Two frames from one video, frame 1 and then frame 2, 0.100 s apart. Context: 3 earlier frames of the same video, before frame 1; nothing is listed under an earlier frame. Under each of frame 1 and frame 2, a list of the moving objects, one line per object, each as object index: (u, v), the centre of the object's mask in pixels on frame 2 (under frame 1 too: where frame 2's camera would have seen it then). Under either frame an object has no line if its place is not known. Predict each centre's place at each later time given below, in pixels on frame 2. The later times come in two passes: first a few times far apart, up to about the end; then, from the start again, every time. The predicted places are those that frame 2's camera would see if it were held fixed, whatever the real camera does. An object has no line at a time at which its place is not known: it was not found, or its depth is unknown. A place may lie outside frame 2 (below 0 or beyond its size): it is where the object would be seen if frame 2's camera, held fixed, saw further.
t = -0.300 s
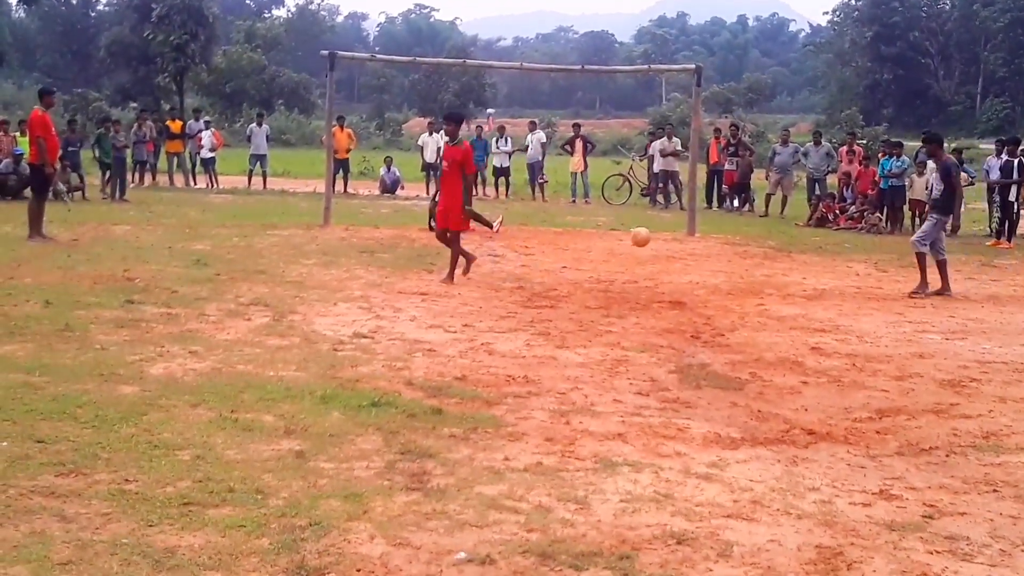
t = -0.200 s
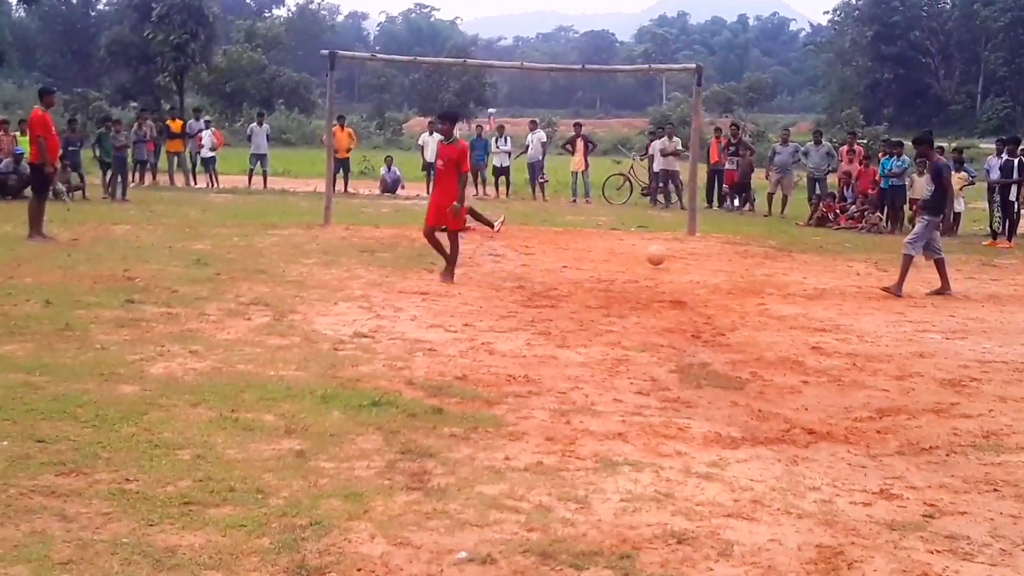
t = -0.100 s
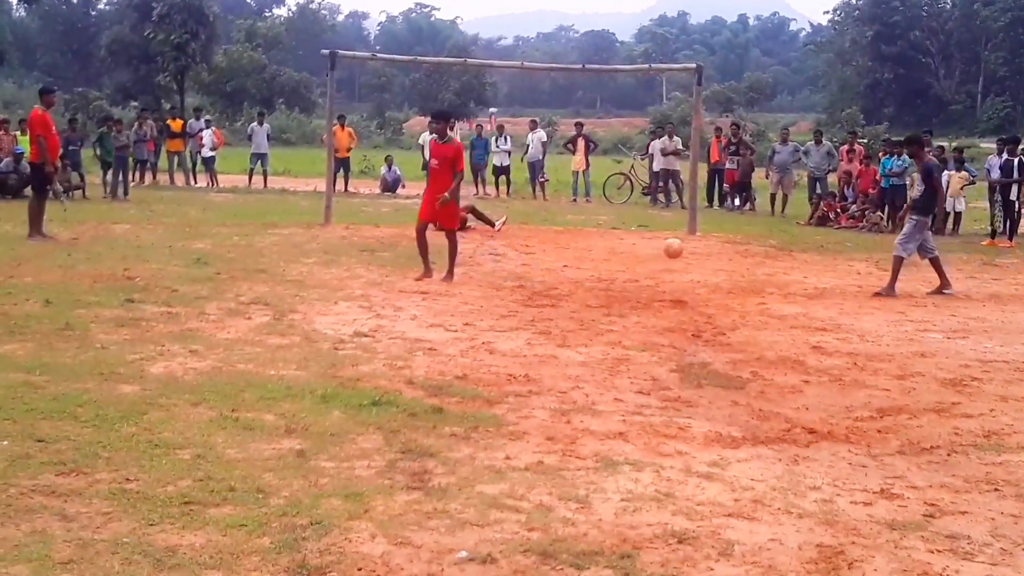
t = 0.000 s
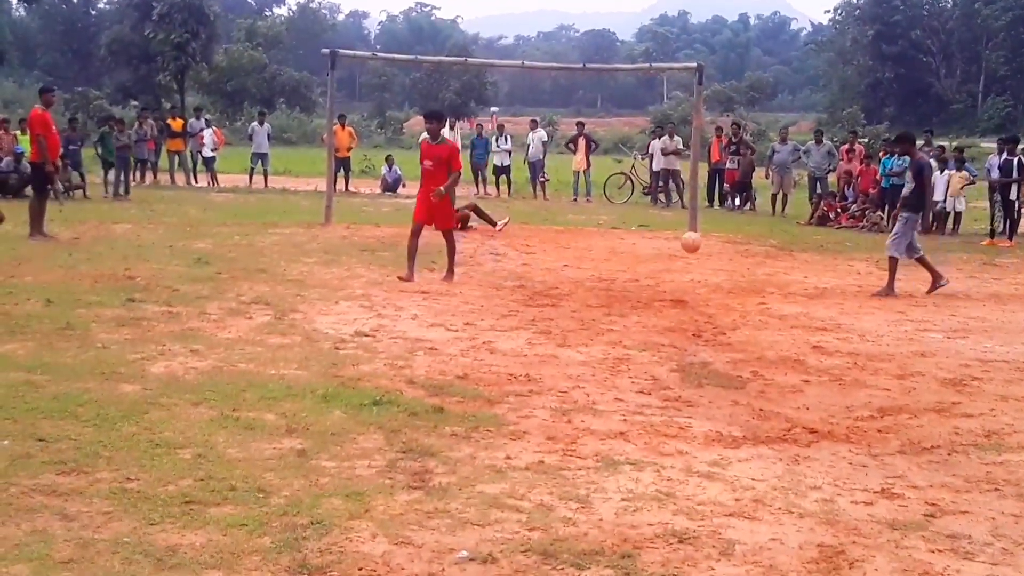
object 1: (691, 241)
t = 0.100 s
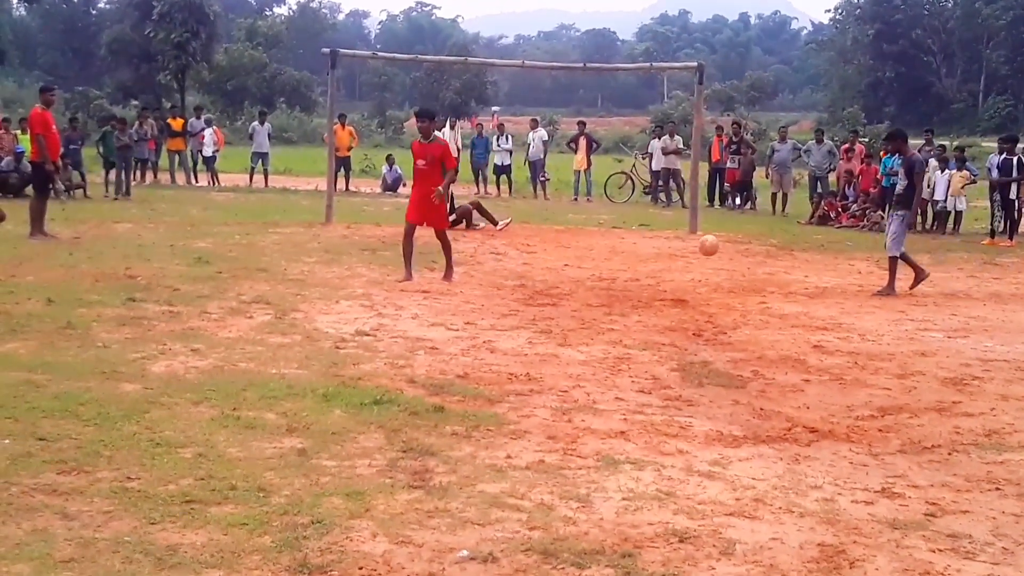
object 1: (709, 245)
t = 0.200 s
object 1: (726, 258)
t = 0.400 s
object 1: (759, 253)
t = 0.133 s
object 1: (714, 248)
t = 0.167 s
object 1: (720, 252)
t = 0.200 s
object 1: (726, 258)
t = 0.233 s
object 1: (732, 264)
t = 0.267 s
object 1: (737, 268)
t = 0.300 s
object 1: (743, 263)
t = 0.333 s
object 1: (748, 259)
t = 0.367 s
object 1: (754, 255)
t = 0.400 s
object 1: (759, 253)
